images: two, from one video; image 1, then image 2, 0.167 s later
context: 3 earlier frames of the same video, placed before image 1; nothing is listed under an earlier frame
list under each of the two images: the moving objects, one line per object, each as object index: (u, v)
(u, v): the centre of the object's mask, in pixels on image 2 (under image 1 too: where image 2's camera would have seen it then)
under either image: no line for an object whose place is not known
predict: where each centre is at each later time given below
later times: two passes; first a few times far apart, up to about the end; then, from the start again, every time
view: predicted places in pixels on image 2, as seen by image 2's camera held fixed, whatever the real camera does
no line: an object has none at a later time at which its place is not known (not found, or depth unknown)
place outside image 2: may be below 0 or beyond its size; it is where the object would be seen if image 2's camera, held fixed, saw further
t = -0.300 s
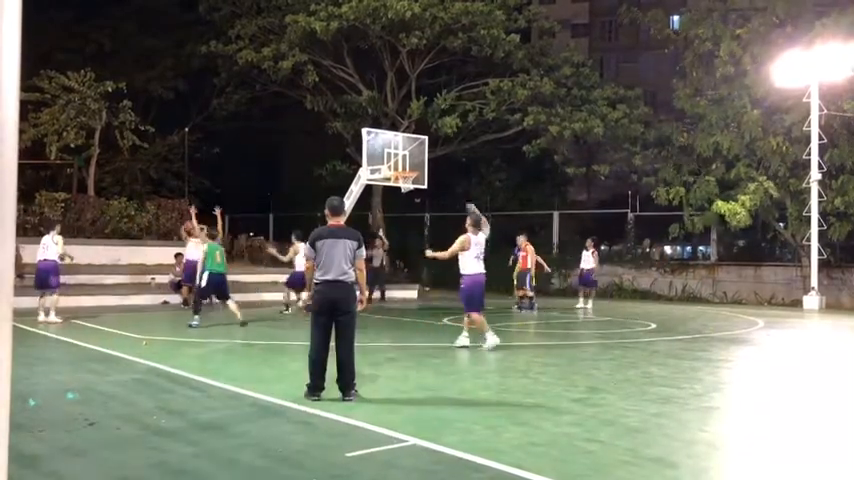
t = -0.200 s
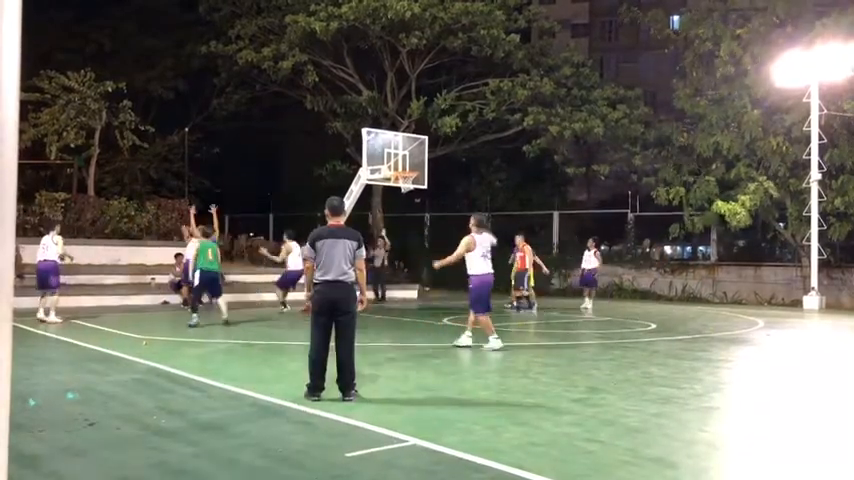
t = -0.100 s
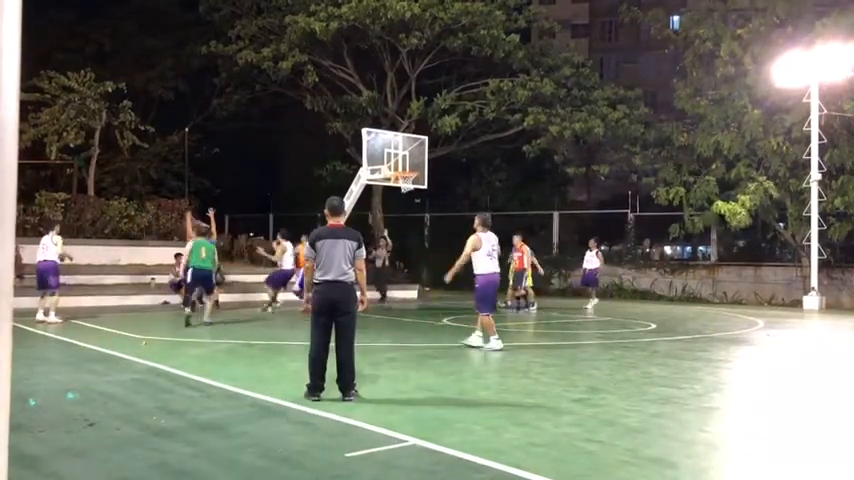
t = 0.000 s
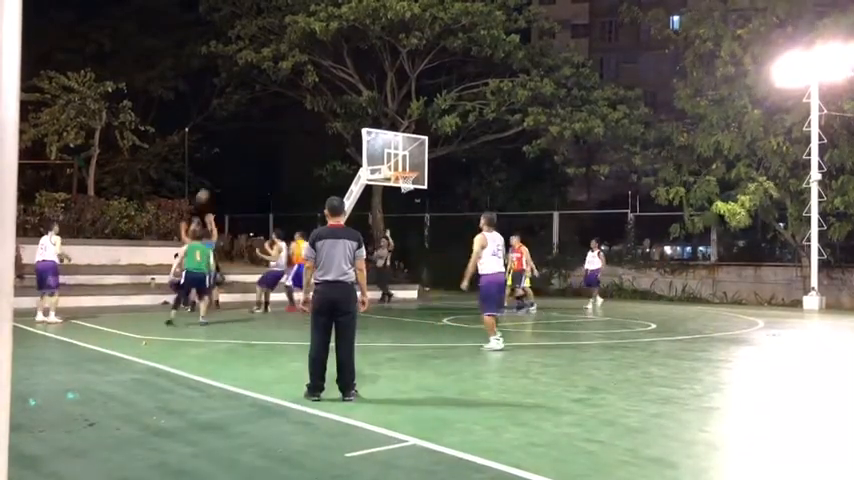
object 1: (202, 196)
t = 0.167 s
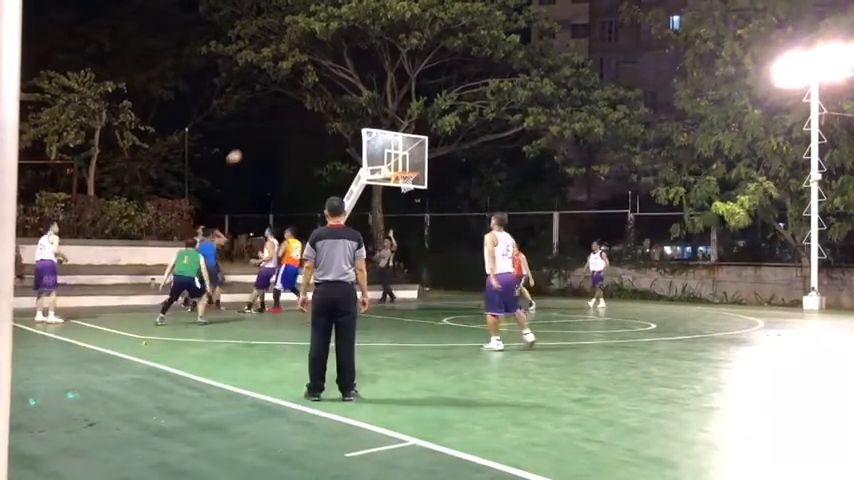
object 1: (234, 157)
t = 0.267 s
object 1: (254, 138)
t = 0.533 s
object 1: (314, 109)
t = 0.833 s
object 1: (398, 121)
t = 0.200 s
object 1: (240, 150)
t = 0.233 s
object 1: (247, 143)
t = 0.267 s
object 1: (254, 138)
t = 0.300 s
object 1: (262, 132)
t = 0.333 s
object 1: (268, 127)
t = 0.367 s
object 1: (275, 123)
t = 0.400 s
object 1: (283, 119)
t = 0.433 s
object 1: (291, 116)
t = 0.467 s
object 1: (298, 113)
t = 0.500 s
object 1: (307, 111)
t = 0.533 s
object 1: (314, 109)
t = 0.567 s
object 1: (324, 107)
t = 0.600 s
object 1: (332, 107)
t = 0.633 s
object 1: (341, 107)
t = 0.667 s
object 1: (350, 108)
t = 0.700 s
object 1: (359, 109)
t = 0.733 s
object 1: (368, 111)
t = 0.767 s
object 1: (378, 114)
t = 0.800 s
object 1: (388, 118)
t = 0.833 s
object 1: (398, 121)
